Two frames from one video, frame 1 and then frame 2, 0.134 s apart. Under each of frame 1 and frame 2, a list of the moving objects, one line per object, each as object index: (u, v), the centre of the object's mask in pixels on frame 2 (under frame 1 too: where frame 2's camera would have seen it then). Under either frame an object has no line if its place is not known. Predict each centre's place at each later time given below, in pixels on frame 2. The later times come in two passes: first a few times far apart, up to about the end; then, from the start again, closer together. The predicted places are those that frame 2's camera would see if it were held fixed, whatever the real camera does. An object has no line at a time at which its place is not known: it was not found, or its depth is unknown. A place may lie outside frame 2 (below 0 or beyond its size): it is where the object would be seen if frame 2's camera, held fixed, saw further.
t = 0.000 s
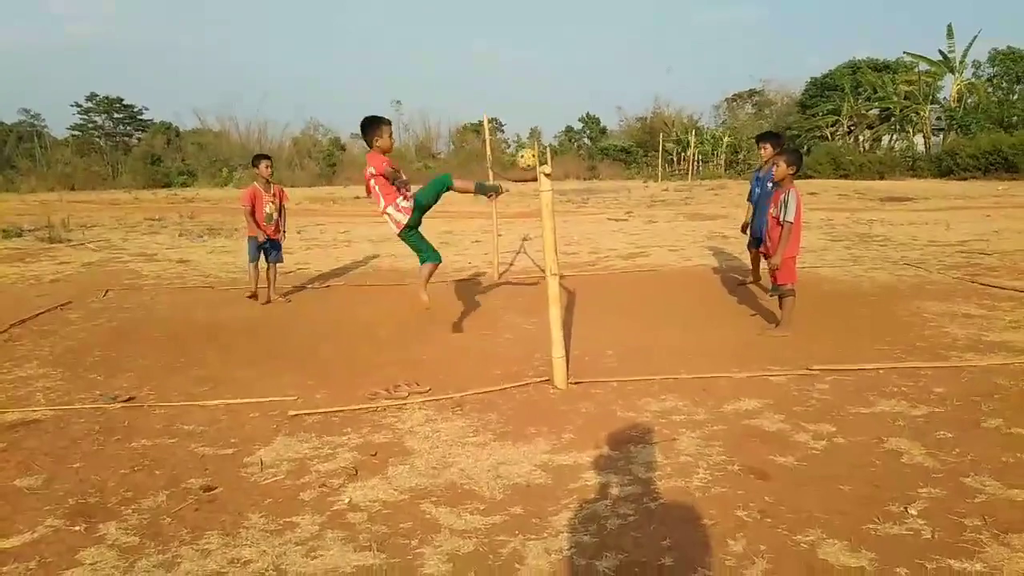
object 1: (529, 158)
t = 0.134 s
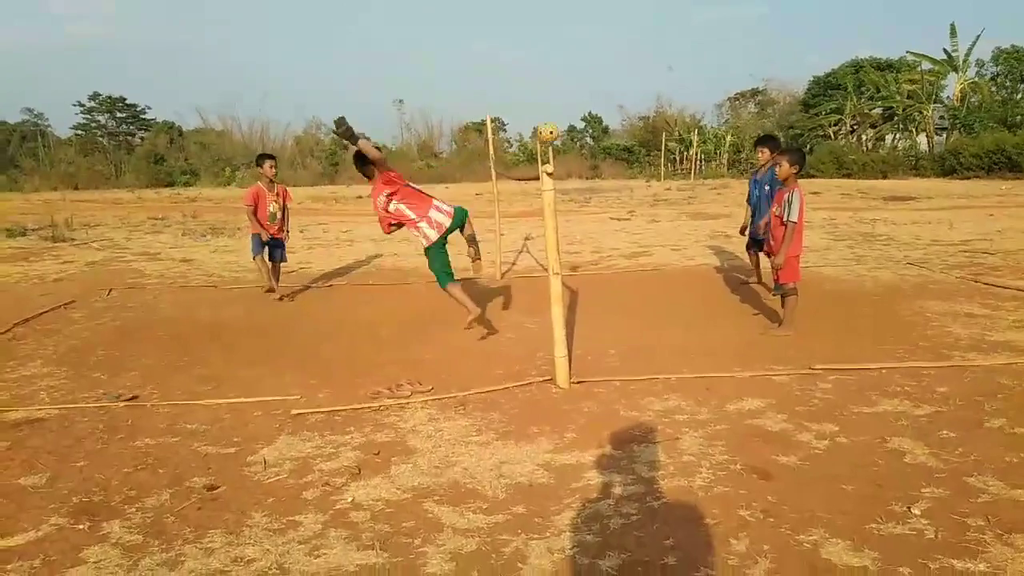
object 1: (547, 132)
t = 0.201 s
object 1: (555, 131)
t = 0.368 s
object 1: (578, 154)
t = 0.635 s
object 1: (604, 264)
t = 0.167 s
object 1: (552, 131)
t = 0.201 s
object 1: (555, 131)
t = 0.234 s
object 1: (560, 132)
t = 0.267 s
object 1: (565, 135)
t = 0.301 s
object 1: (569, 139)
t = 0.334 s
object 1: (574, 146)
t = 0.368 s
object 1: (578, 154)
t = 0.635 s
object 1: (604, 264)
